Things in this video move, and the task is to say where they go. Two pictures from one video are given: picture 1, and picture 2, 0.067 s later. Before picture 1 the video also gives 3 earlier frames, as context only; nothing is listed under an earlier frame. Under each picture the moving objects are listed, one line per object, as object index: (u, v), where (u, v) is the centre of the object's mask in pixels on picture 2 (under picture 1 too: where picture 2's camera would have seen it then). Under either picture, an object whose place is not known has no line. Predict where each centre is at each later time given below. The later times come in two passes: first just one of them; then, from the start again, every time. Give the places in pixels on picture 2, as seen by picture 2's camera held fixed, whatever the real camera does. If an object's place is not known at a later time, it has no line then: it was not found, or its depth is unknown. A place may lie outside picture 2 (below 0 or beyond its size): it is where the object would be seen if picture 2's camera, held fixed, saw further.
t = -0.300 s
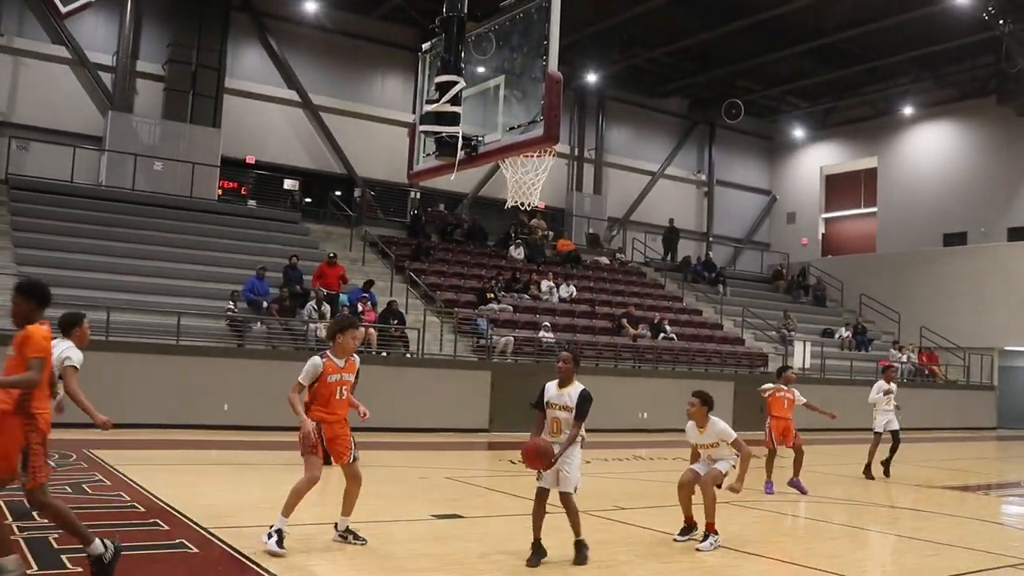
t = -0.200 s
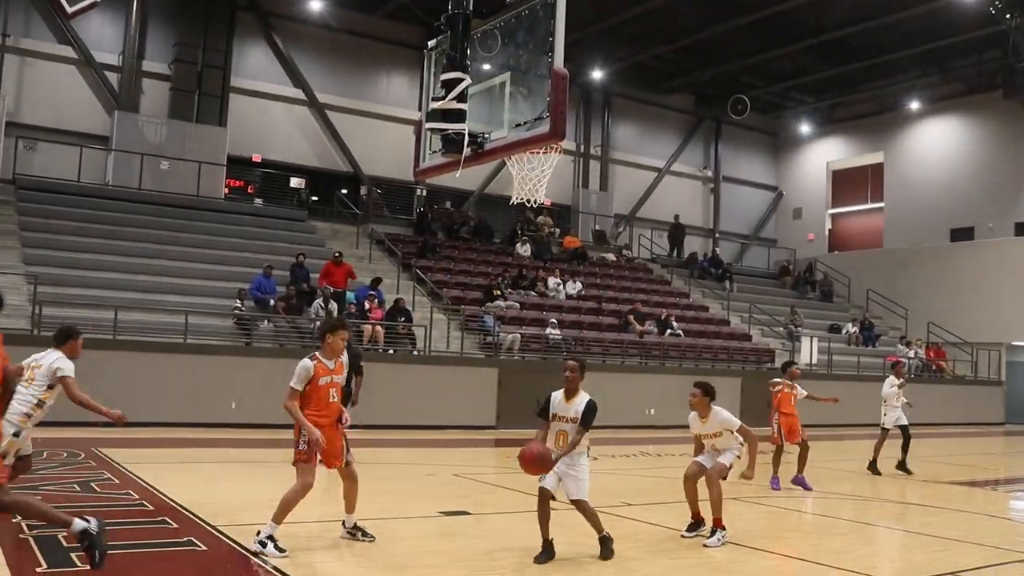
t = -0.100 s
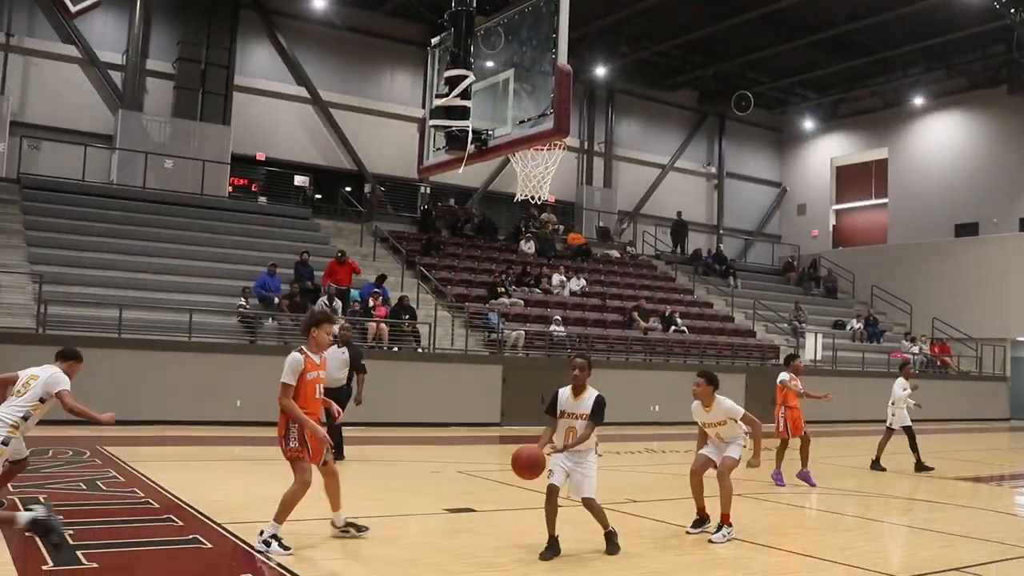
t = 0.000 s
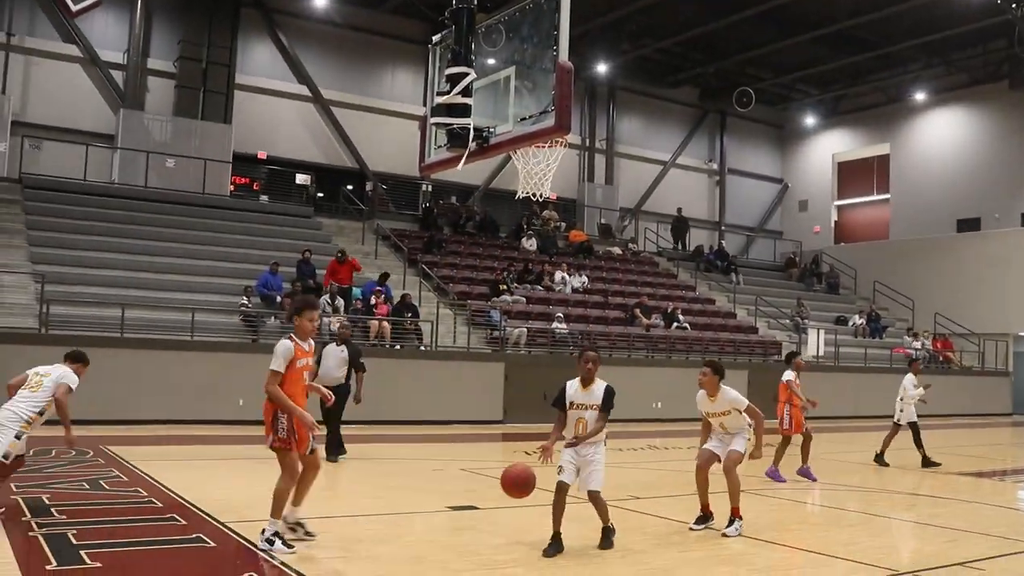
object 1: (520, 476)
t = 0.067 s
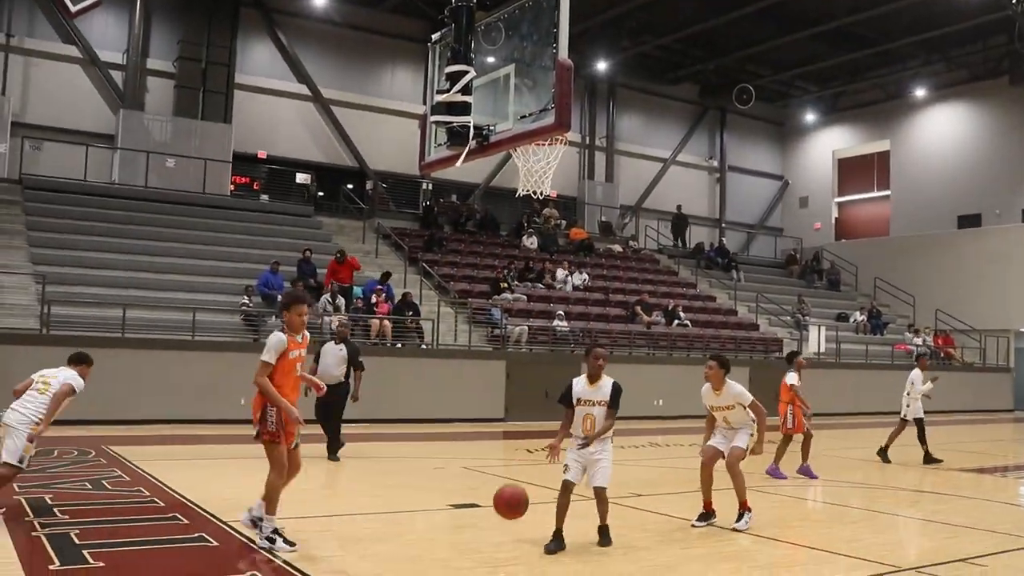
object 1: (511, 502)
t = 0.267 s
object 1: (482, 534)
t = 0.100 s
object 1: (506, 516)
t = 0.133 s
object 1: (500, 533)
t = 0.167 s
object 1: (496, 551)
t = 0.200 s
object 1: (491, 555)
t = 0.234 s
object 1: (487, 544)
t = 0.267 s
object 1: (482, 534)
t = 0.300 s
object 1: (477, 527)
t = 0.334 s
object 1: (473, 520)
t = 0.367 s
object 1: (468, 515)
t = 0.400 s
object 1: (465, 510)
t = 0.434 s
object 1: (461, 510)
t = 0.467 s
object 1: (457, 509)
